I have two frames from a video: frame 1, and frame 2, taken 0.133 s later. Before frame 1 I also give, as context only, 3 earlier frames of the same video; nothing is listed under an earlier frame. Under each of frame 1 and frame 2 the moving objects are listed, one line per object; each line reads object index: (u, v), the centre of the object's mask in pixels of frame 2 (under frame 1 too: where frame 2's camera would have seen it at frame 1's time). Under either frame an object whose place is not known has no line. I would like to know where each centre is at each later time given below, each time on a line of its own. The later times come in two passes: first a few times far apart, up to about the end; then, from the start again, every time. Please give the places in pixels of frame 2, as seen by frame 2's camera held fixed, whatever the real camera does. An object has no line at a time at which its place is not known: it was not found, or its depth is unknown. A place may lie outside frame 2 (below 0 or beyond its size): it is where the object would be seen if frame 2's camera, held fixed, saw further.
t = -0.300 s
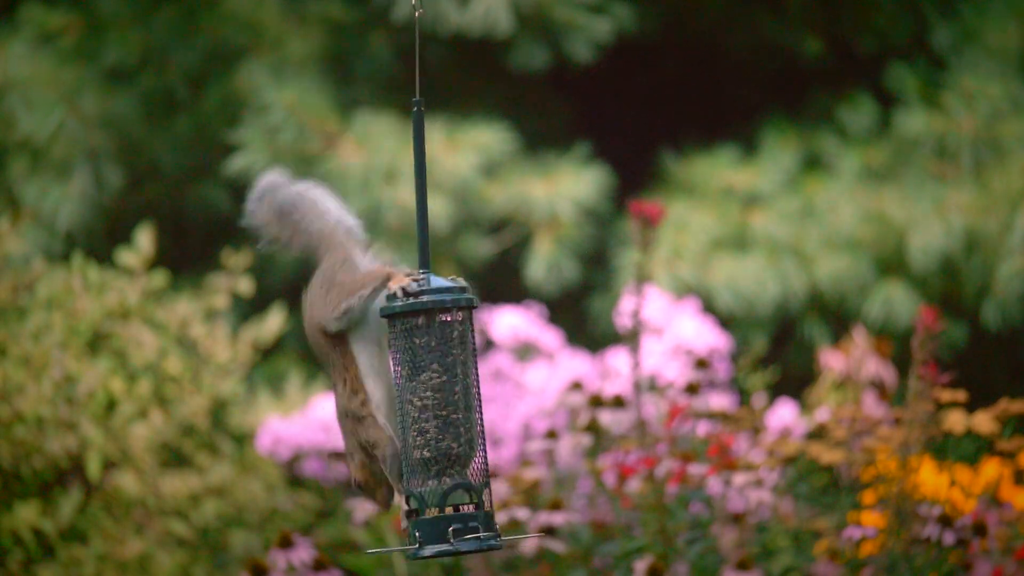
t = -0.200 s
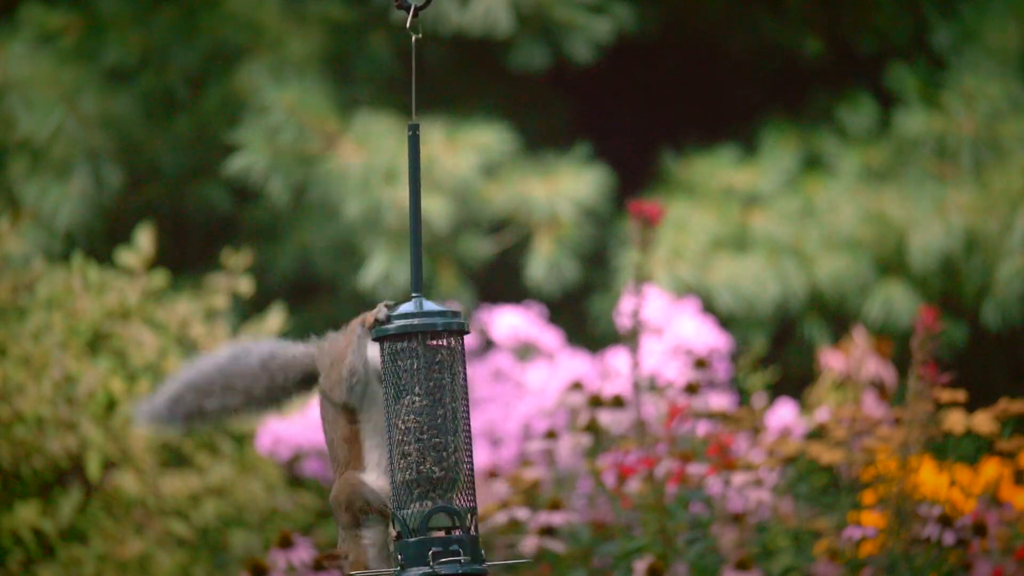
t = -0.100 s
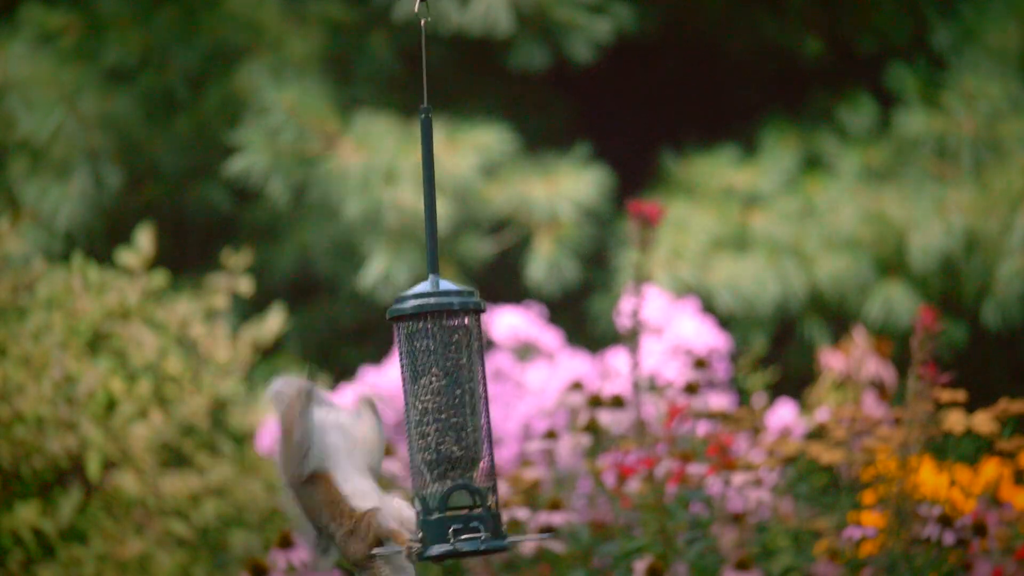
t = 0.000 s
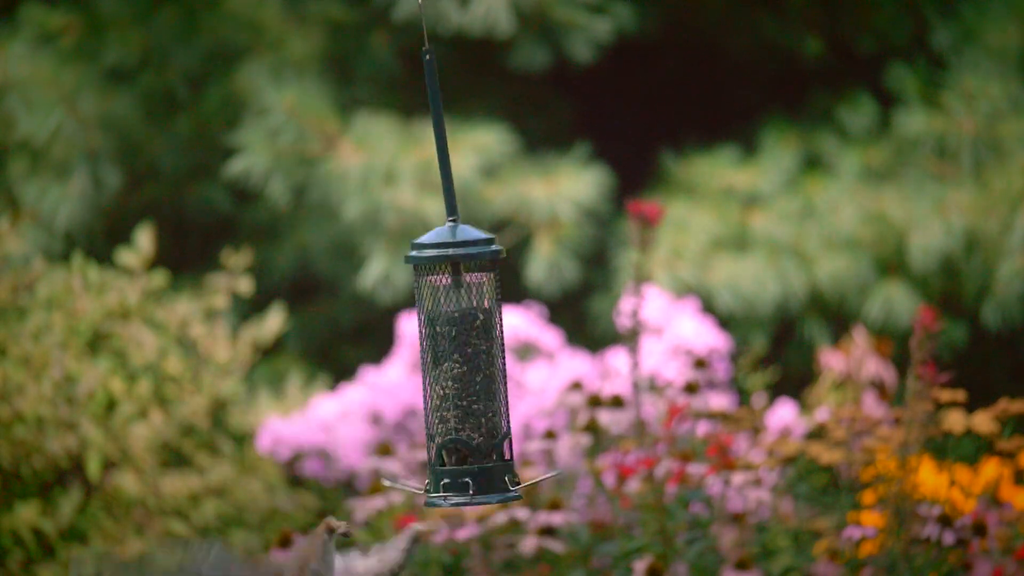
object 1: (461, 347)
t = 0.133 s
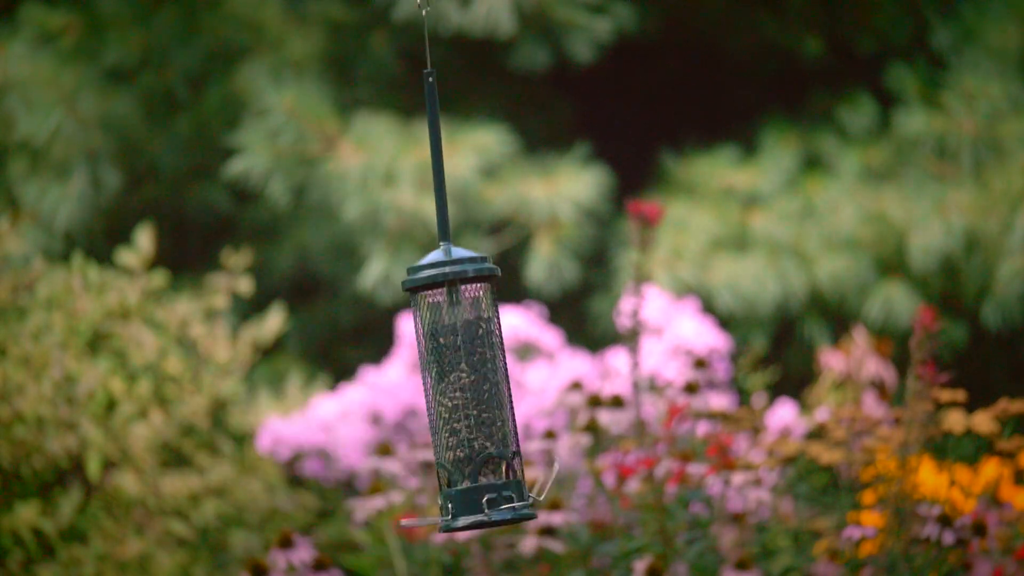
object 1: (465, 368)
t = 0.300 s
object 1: (446, 360)
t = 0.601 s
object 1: (388, 359)
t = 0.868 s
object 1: (381, 360)
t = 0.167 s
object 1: (463, 372)
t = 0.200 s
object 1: (460, 373)
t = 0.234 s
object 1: (457, 371)
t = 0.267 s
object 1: (452, 364)
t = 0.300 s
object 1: (446, 360)
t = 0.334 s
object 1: (439, 363)
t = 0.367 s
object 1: (433, 366)
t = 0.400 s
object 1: (426, 365)
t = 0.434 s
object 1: (419, 364)
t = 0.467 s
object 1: (411, 362)
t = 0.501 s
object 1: (404, 361)
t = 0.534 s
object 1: (398, 360)
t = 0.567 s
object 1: (393, 360)
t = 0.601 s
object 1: (388, 359)
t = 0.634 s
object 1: (383, 359)
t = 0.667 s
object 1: (379, 360)
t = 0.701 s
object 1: (377, 361)
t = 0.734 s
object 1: (376, 360)
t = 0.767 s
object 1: (376, 360)
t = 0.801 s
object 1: (377, 361)
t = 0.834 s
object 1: (379, 361)
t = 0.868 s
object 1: (381, 360)
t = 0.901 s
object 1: (385, 360)
